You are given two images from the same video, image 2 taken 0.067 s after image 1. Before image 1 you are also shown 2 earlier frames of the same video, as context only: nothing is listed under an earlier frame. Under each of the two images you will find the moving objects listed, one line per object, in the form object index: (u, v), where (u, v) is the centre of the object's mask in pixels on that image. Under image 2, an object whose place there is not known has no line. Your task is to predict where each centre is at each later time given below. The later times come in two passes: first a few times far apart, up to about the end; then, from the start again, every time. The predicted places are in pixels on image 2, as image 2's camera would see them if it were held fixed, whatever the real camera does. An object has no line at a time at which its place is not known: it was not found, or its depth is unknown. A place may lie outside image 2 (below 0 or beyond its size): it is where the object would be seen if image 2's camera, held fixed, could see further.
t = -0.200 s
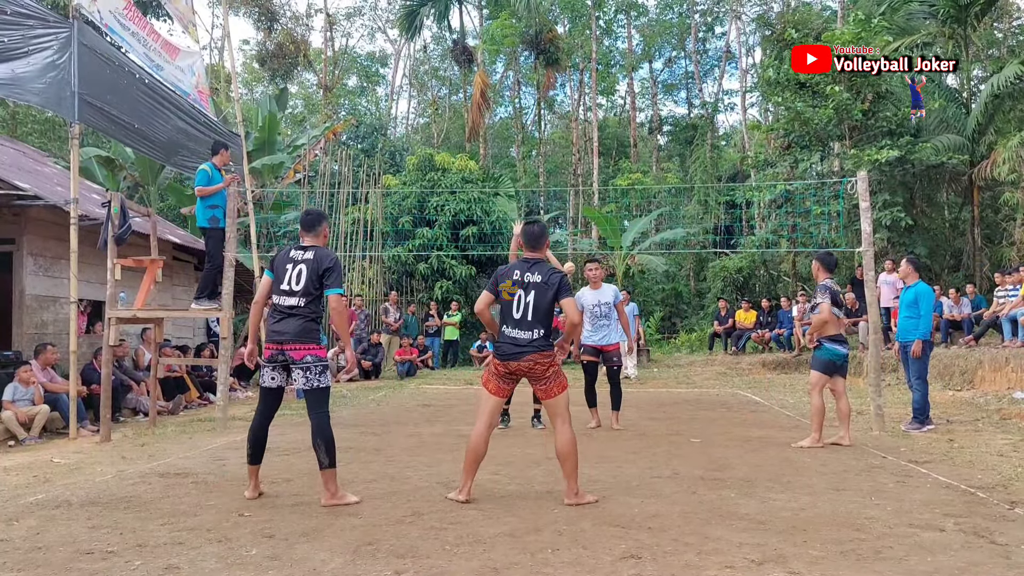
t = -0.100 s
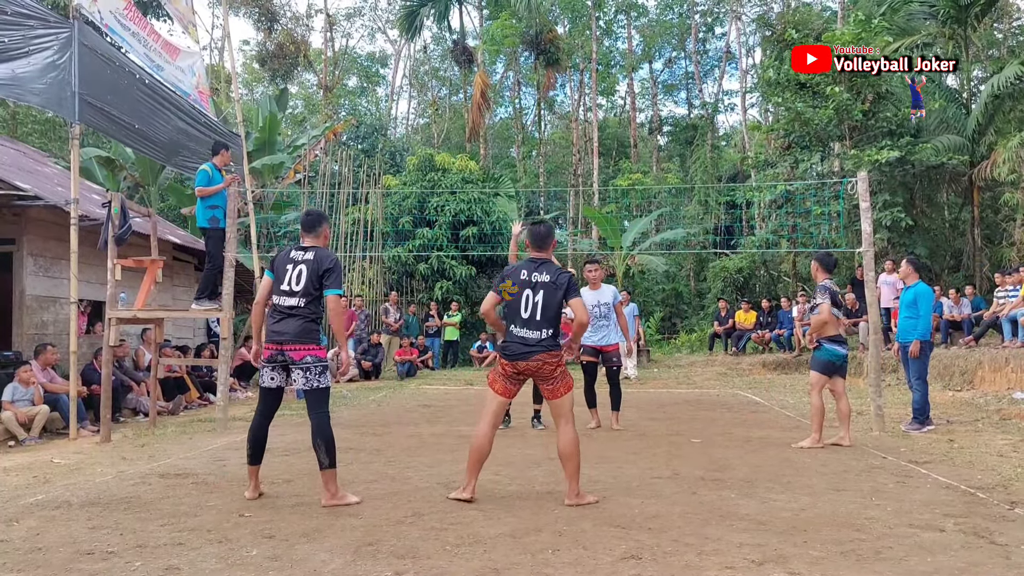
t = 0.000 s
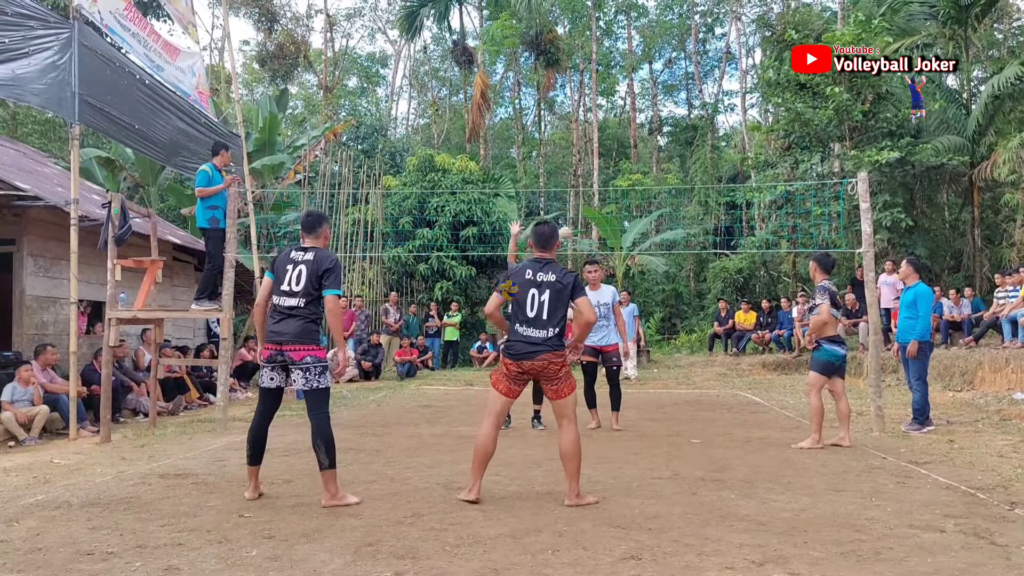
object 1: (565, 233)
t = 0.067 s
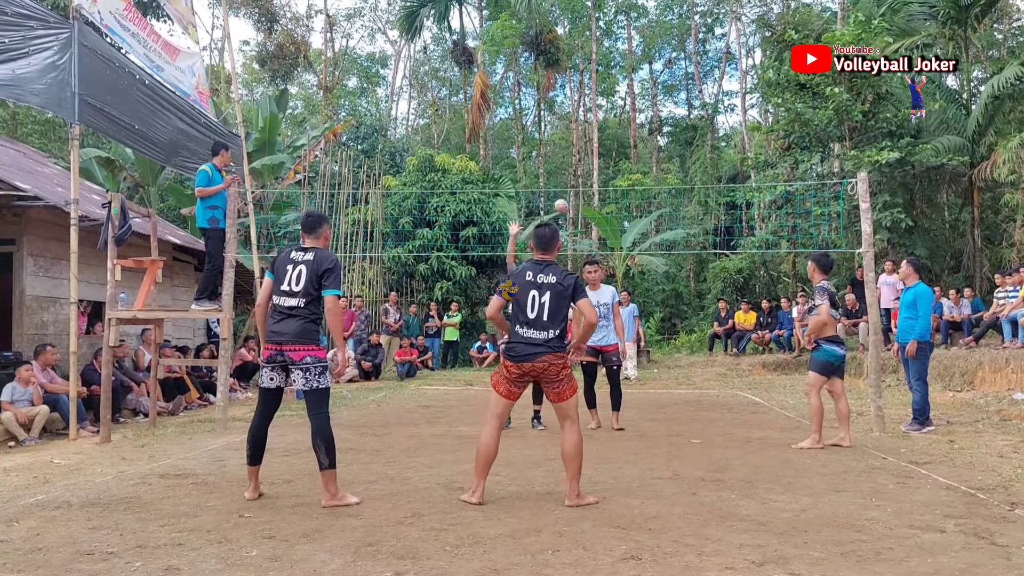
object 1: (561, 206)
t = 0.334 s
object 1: (541, 112)
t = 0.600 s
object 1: (518, 46)
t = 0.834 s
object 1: (492, 29)
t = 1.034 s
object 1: (465, 62)
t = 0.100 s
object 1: (560, 194)
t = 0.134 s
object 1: (557, 180)
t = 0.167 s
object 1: (554, 167)
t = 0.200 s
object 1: (552, 155)
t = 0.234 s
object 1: (549, 145)
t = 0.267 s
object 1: (547, 133)
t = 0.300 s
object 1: (543, 122)
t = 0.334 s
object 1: (541, 112)
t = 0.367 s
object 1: (539, 101)
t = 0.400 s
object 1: (537, 93)
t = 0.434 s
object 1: (533, 83)
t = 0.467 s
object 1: (530, 75)
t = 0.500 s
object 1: (527, 67)
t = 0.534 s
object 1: (523, 59)
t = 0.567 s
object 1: (521, 52)
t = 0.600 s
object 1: (518, 46)
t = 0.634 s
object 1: (514, 41)
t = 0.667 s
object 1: (511, 37)
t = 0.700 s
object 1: (508, 35)
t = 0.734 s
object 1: (504, 31)
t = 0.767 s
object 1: (502, 29)
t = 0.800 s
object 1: (497, 29)
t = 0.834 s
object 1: (492, 29)
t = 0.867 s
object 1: (488, 31)
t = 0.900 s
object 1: (485, 35)
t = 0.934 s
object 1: (480, 39)
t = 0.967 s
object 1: (475, 46)
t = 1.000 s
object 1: (470, 53)
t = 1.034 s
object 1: (465, 62)
